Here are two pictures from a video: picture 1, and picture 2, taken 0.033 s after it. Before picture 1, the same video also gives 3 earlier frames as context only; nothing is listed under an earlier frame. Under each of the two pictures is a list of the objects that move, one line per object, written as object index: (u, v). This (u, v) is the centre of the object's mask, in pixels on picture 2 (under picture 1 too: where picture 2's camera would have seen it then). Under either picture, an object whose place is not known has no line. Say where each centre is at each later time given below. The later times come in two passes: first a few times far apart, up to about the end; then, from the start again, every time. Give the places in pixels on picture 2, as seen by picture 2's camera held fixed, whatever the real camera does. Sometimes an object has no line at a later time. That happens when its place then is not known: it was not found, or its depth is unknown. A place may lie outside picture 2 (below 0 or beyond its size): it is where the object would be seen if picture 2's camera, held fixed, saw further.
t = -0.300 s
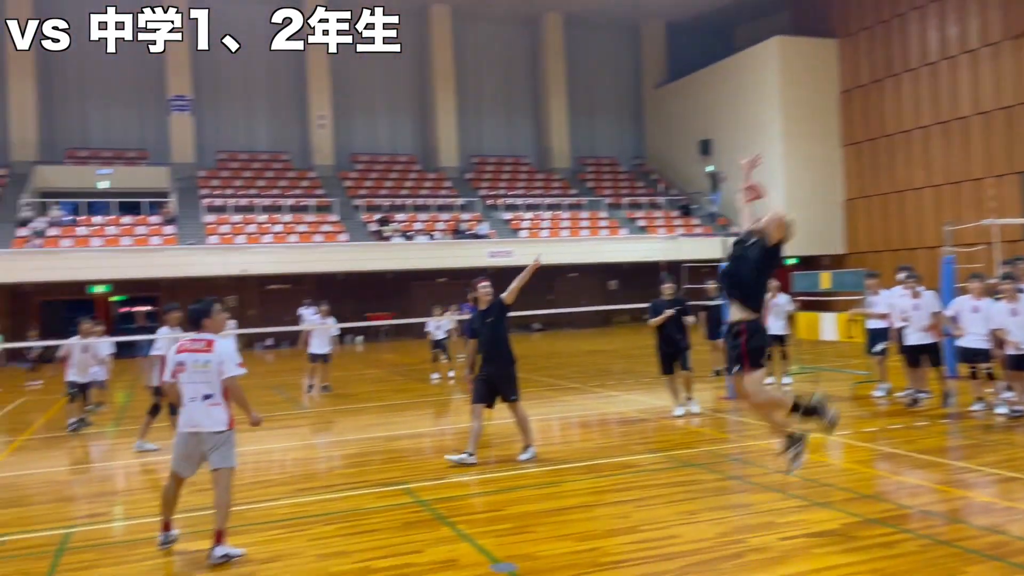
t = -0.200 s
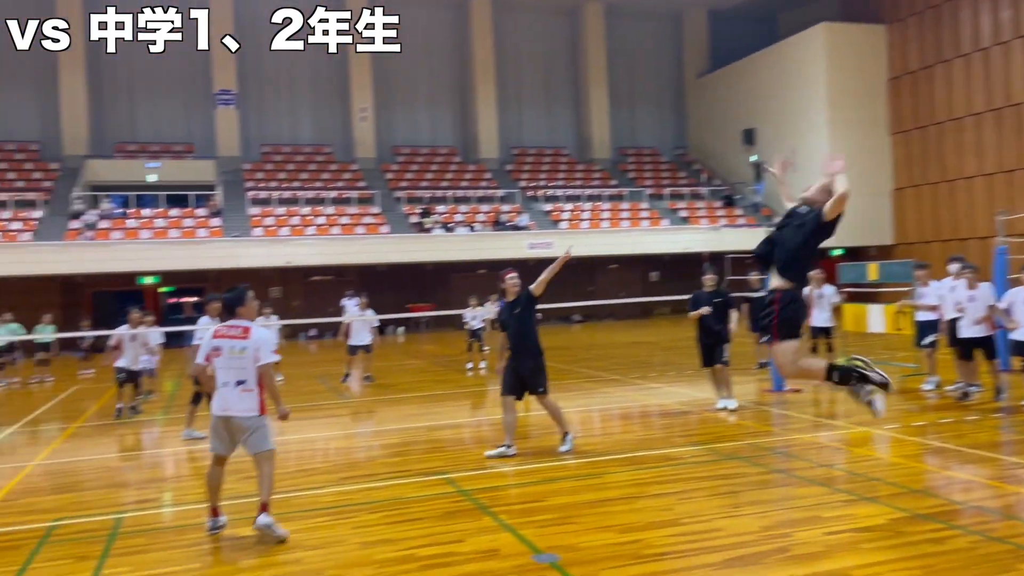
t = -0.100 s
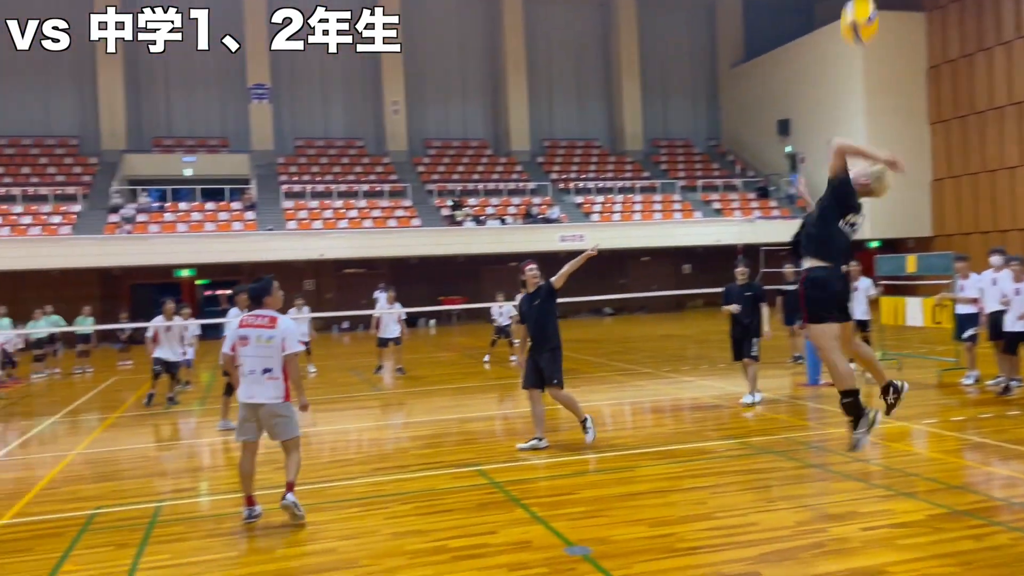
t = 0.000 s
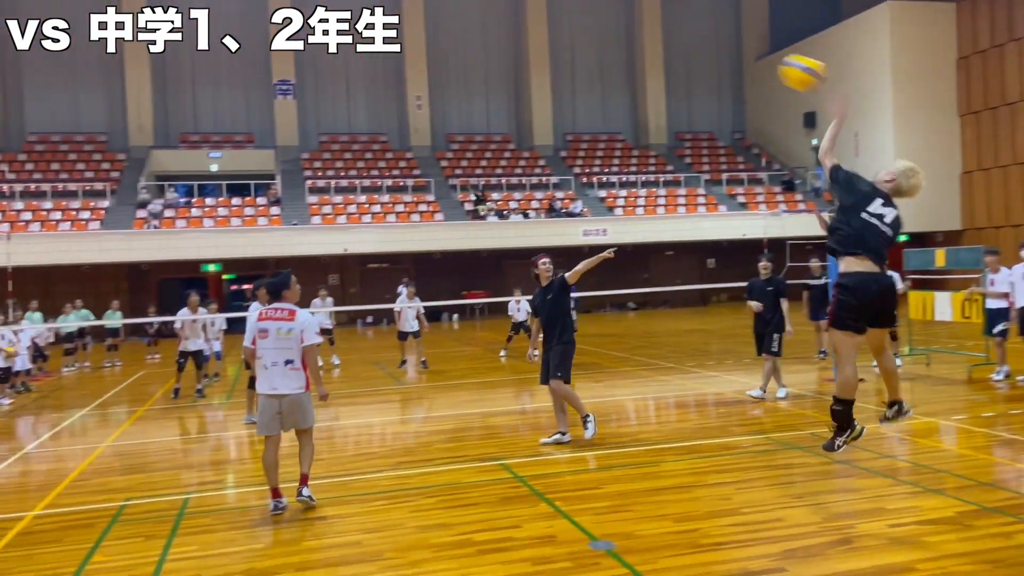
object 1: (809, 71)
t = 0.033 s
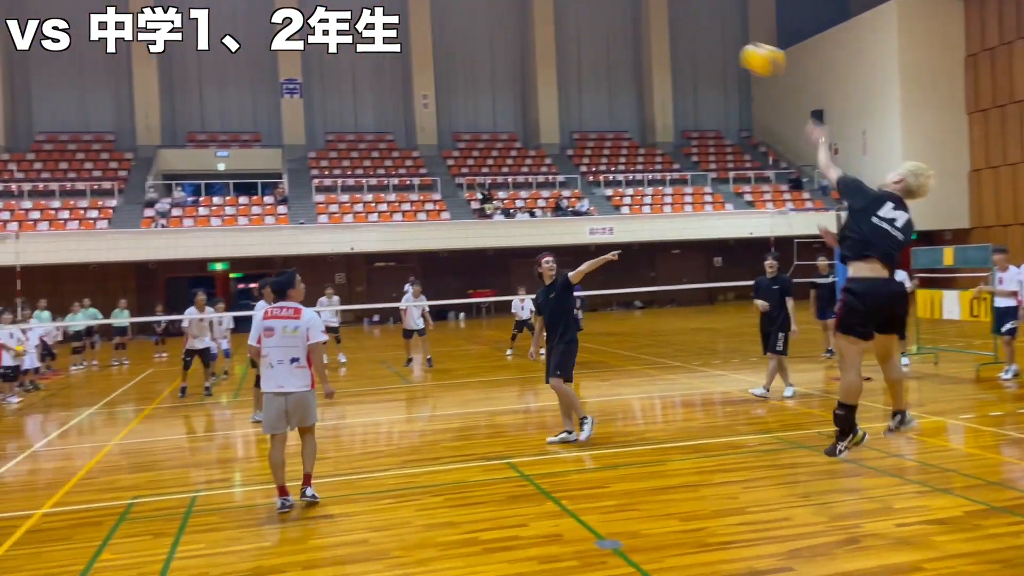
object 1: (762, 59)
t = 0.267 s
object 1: (544, 40)
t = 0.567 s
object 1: (412, 91)
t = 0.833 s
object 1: (351, 167)
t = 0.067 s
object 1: (720, 51)
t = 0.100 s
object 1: (682, 45)
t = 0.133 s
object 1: (648, 41)
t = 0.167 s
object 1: (618, 39)
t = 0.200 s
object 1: (591, 38)
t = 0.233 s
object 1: (566, 39)
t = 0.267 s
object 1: (544, 40)
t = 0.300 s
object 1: (524, 43)
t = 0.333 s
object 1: (505, 46)
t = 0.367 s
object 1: (488, 51)
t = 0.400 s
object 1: (473, 56)
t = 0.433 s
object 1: (459, 62)
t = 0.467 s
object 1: (446, 68)
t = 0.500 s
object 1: (434, 75)
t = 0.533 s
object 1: (422, 82)
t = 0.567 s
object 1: (412, 91)
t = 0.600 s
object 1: (402, 98)
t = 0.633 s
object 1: (394, 108)
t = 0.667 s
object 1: (385, 116)
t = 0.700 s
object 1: (377, 126)
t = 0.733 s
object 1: (370, 136)
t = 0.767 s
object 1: (363, 146)
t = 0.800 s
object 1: (357, 157)
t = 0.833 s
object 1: (351, 167)
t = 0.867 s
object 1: (346, 177)
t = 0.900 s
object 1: (341, 187)
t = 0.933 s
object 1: (336, 199)
